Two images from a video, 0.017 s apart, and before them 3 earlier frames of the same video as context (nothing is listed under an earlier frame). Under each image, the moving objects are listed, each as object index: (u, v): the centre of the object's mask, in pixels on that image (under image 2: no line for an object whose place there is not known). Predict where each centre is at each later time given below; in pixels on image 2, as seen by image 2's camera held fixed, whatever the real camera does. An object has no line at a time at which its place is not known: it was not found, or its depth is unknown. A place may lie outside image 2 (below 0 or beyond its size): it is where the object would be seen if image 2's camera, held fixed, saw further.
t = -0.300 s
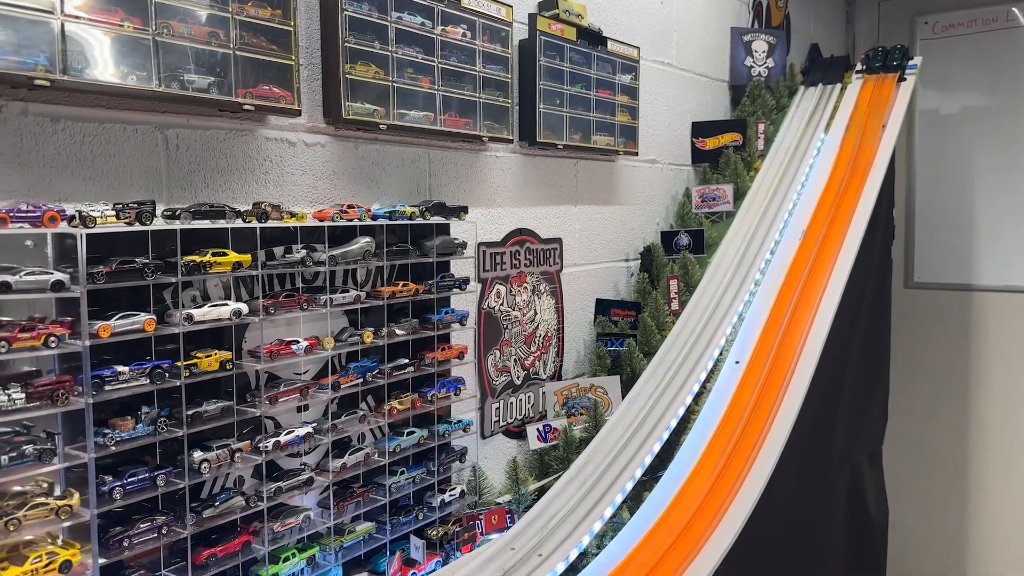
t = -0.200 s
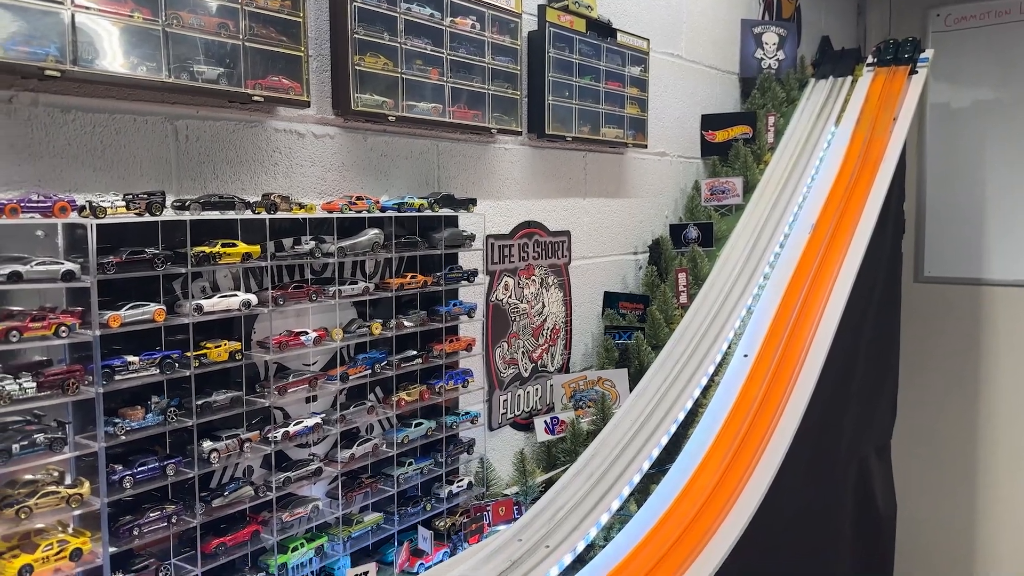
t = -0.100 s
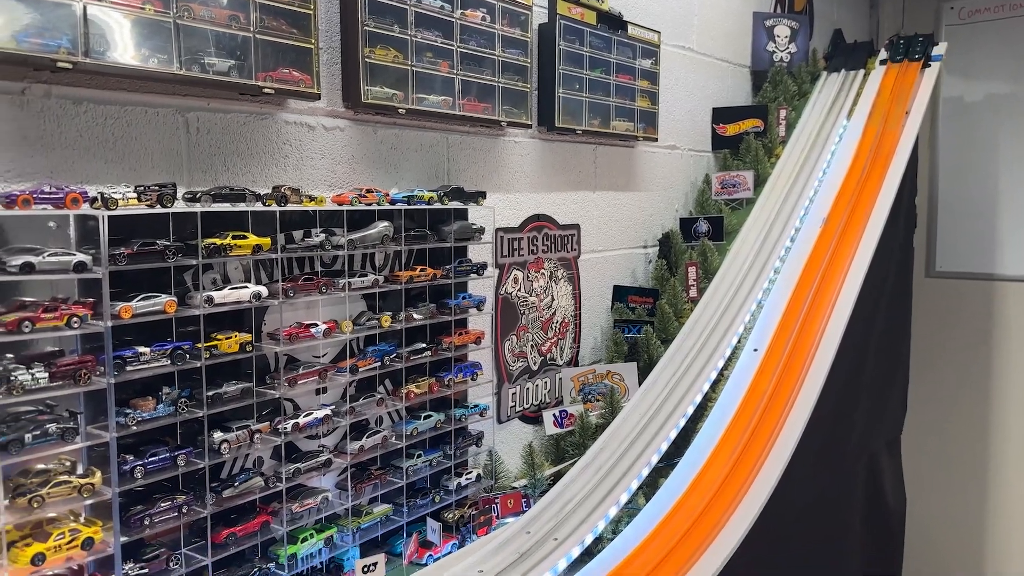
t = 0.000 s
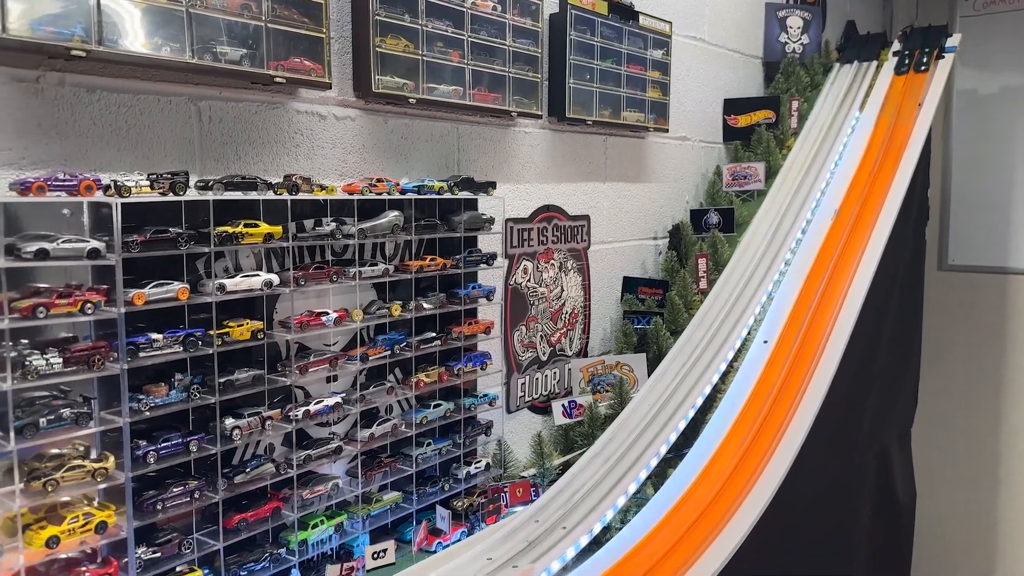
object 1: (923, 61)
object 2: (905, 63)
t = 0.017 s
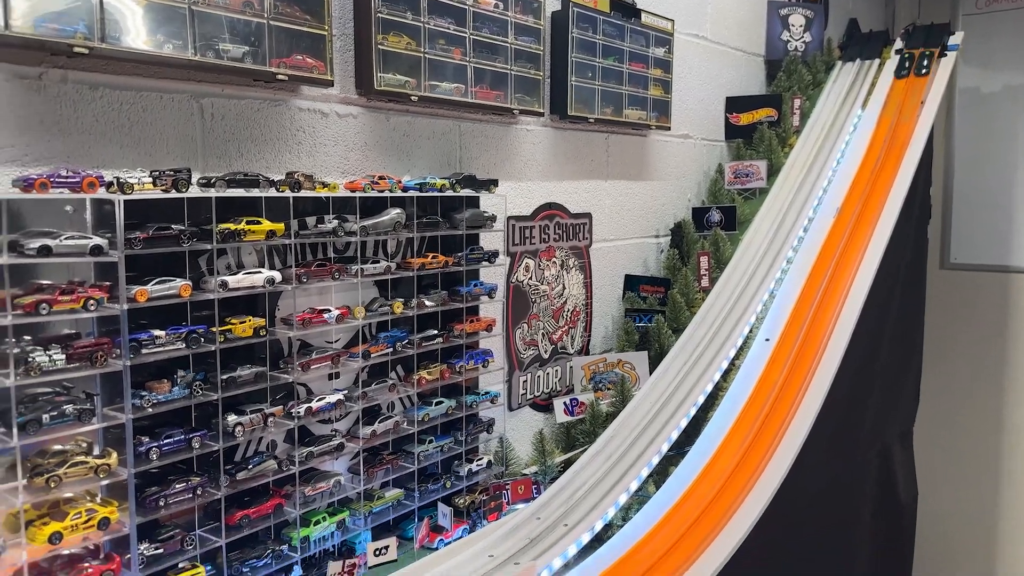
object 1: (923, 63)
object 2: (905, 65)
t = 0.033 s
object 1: (921, 69)
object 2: (902, 71)
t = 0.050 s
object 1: (919, 75)
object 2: (900, 77)
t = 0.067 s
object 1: (916, 82)
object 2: (898, 84)
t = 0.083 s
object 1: (914, 90)
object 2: (895, 91)
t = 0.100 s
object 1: (911, 98)
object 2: (892, 99)
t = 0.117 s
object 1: (908, 107)
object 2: (890, 107)
